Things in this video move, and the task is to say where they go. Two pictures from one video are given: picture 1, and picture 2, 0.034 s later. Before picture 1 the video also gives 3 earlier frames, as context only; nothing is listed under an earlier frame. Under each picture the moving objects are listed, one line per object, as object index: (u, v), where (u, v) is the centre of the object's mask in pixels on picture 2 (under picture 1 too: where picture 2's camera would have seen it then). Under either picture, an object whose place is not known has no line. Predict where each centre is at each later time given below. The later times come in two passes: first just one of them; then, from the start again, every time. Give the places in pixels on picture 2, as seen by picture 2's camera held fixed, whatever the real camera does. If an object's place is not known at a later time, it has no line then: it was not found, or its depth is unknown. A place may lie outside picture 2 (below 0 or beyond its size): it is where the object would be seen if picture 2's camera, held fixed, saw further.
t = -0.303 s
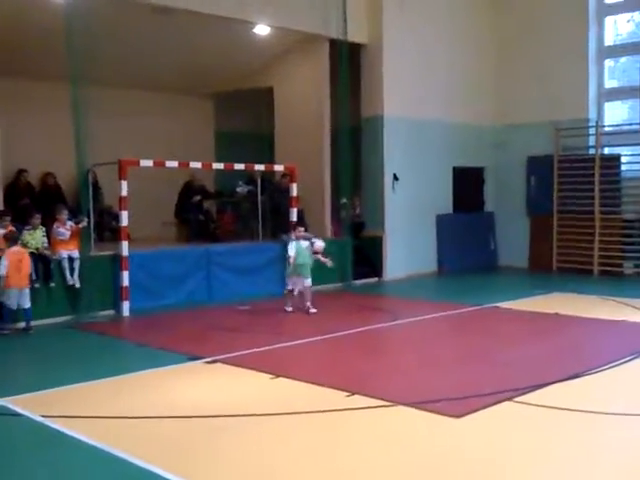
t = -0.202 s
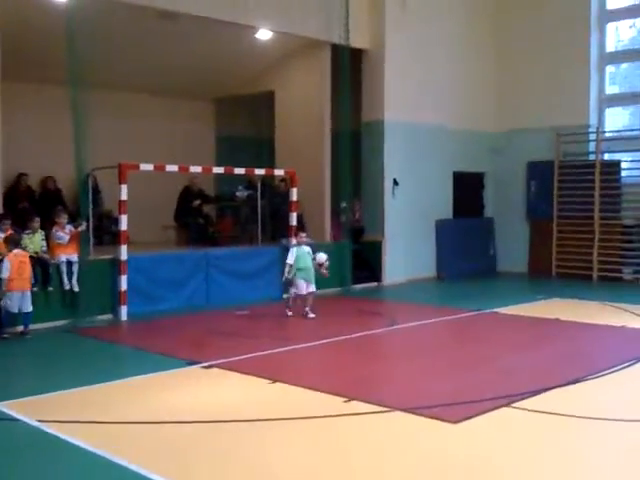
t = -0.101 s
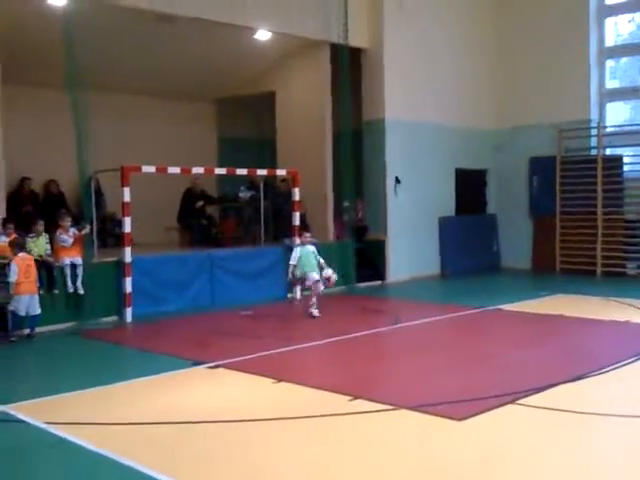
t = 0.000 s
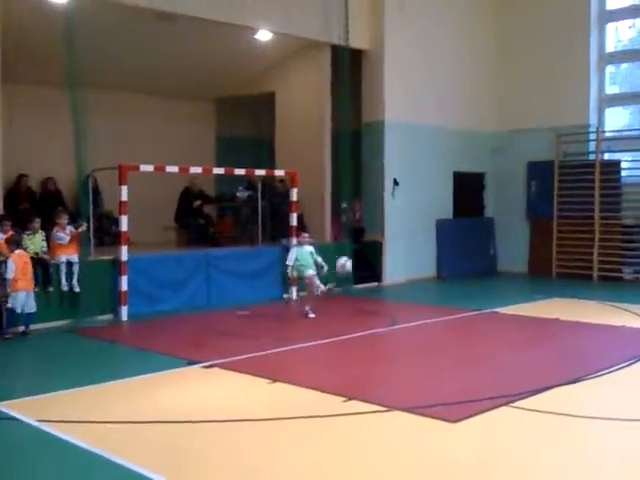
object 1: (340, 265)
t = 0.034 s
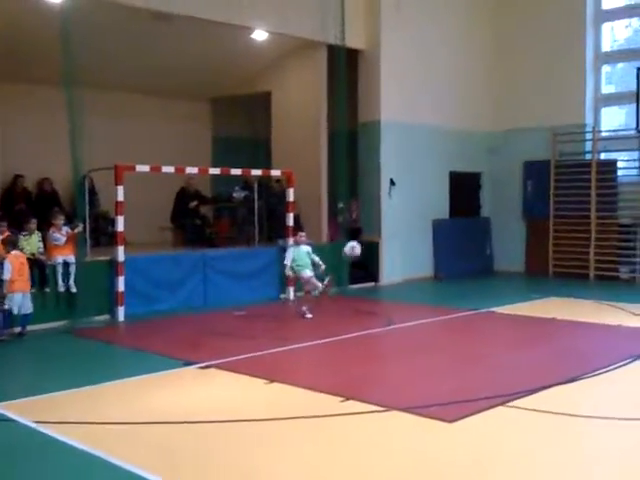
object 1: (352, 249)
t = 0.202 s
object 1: (410, 179)
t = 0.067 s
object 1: (364, 234)
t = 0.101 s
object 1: (375, 218)
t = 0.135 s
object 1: (387, 205)
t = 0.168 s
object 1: (398, 192)
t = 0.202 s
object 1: (410, 179)
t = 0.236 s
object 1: (426, 168)
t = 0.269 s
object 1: (435, 159)
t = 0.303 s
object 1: (449, 148)
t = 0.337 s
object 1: (462, 139)
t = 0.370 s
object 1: (476, 130)
